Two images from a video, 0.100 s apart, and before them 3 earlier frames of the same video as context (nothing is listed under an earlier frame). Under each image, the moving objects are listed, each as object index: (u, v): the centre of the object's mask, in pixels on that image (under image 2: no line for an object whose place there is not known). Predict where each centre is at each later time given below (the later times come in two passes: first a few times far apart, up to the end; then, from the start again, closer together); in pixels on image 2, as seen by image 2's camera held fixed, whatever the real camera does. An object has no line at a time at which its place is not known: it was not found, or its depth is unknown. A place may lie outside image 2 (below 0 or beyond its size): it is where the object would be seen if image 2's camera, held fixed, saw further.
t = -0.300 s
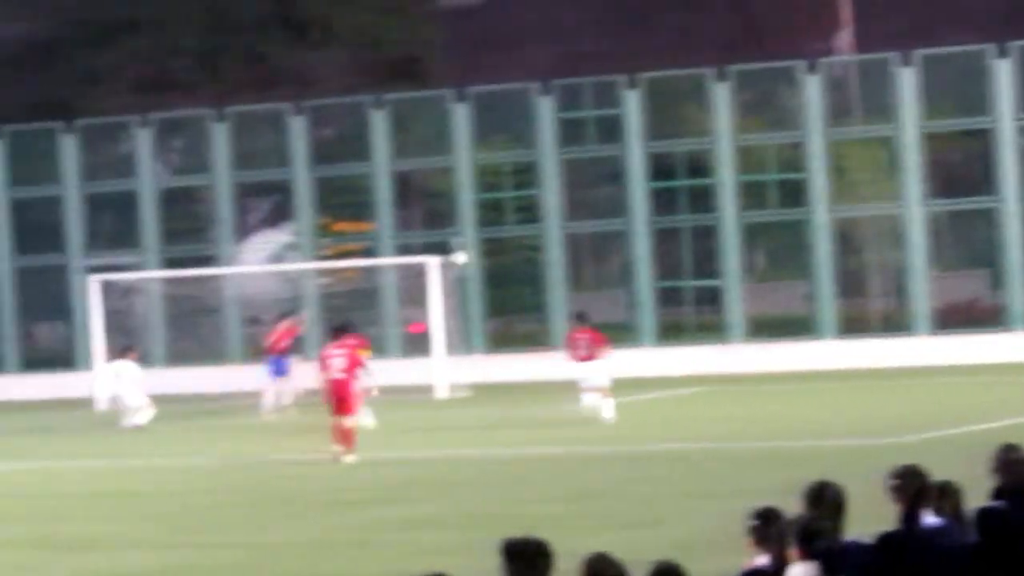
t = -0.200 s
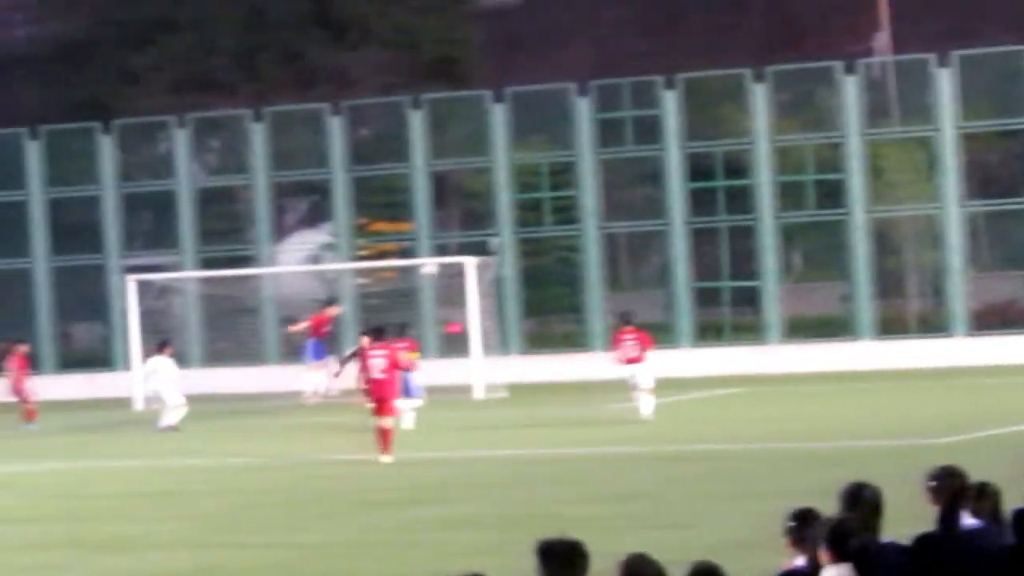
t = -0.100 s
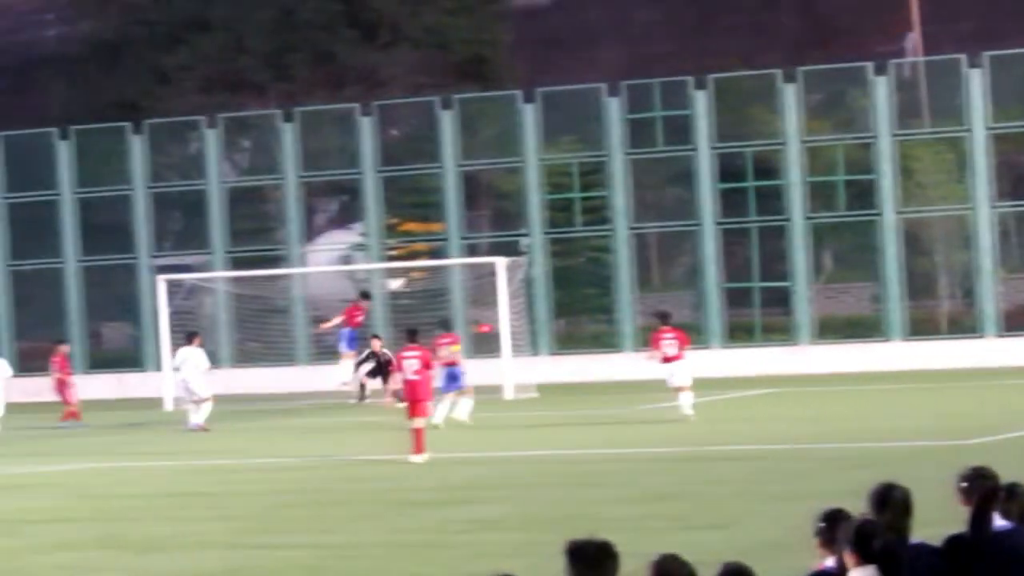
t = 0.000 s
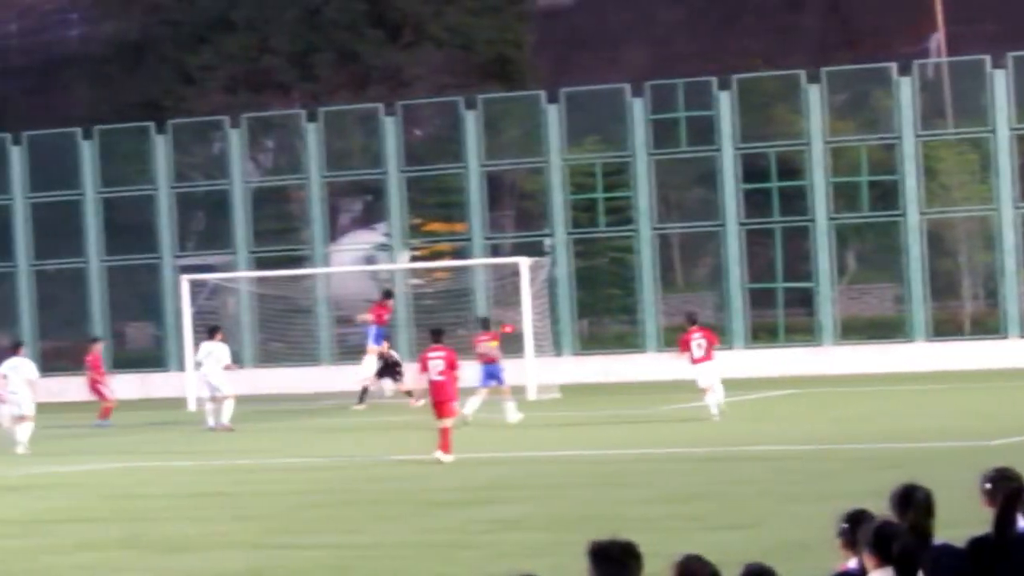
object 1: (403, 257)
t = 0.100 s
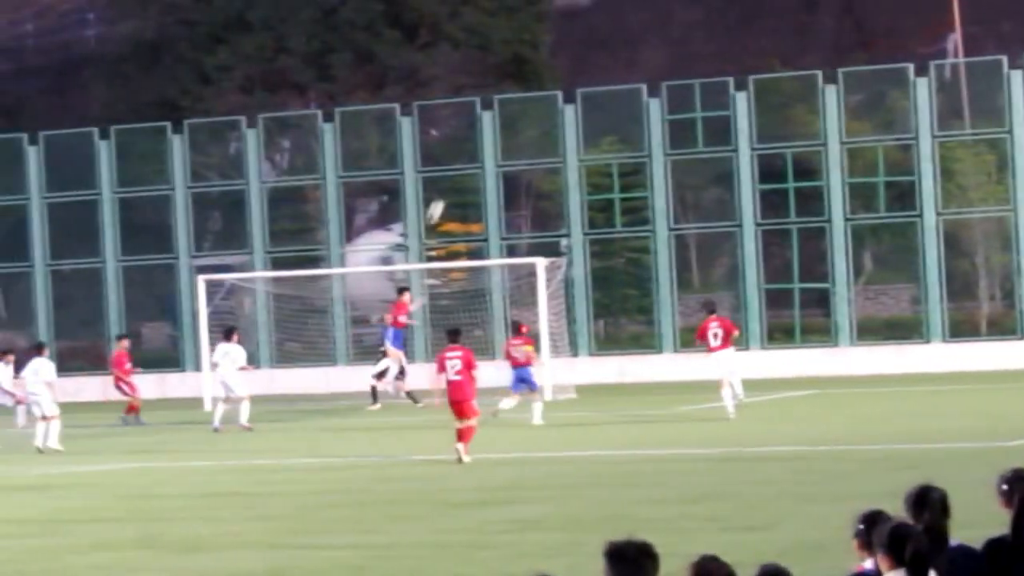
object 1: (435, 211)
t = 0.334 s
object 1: (474, 117)
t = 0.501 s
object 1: (503, 68)
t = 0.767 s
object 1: (549, 25)
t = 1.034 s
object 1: (599, 22)
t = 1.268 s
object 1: (643, 55)
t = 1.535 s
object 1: (697, 131)
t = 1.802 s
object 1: (756, 246)
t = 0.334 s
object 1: (474, 117)
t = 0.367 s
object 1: (480, 105)
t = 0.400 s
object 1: (486, 95)
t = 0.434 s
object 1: (492, 85)
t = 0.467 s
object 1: (497, 77)
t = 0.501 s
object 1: (503, 68)
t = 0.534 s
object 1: (509, 61)
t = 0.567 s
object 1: (514, 53)
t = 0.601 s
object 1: (520, 47)
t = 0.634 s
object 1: (525, 41)
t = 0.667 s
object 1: (531, 36)
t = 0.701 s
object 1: (538, 32)
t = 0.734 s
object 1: (543, 28)
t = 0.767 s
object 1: (549, 25)
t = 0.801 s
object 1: (555, 22)
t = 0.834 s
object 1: (561, 21)
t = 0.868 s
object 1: (568, 19)
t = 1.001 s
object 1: (593, 20)
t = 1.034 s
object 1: (599, 22)
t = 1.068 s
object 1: (605, 25)
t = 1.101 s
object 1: (611, 28)
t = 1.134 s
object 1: (618, 32)
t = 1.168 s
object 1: (624, 37)
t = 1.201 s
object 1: (630, 42)
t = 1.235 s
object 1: (637, 48)
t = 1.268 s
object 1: (643, 55)
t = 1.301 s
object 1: (650, 62)
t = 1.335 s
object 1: (656, 70)
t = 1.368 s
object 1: (663, 78)
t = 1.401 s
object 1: (670, 88)
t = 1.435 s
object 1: (676, 98)
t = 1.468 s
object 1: (684, 108)
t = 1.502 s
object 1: (691, 119)
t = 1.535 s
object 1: (697, 131)
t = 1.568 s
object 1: (704, 142)
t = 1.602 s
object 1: (712, 156)
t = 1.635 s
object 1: (719, 169)
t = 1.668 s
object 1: (725, 183)
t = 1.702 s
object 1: (733, 198)
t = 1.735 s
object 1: (740, 213)
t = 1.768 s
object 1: (748, 229)
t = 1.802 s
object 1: (756, 246)
